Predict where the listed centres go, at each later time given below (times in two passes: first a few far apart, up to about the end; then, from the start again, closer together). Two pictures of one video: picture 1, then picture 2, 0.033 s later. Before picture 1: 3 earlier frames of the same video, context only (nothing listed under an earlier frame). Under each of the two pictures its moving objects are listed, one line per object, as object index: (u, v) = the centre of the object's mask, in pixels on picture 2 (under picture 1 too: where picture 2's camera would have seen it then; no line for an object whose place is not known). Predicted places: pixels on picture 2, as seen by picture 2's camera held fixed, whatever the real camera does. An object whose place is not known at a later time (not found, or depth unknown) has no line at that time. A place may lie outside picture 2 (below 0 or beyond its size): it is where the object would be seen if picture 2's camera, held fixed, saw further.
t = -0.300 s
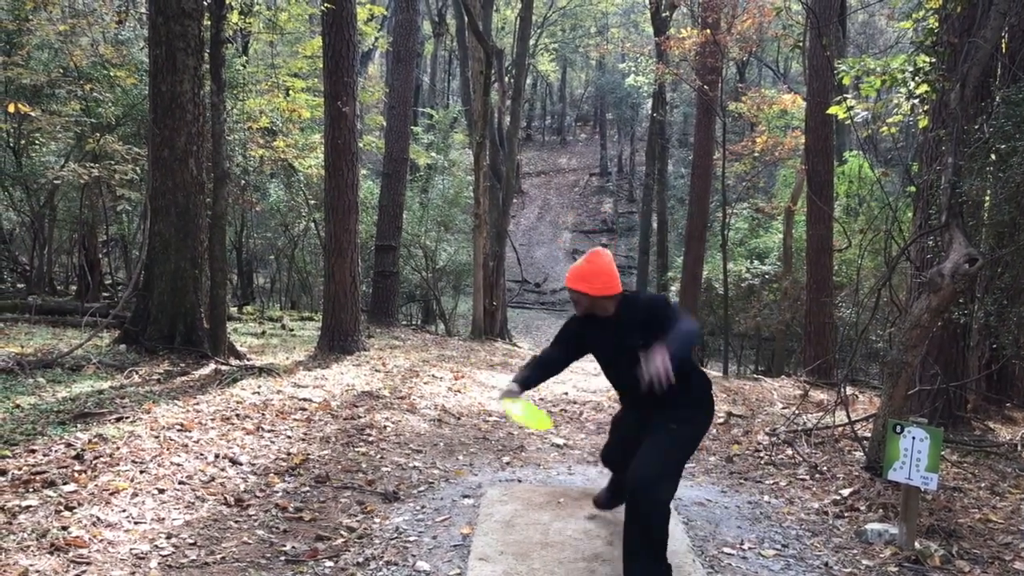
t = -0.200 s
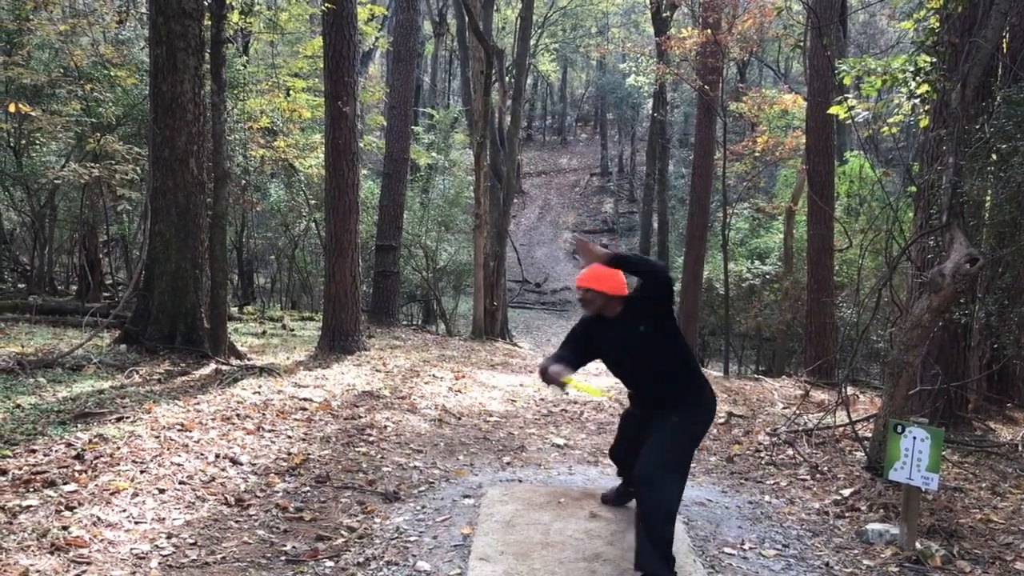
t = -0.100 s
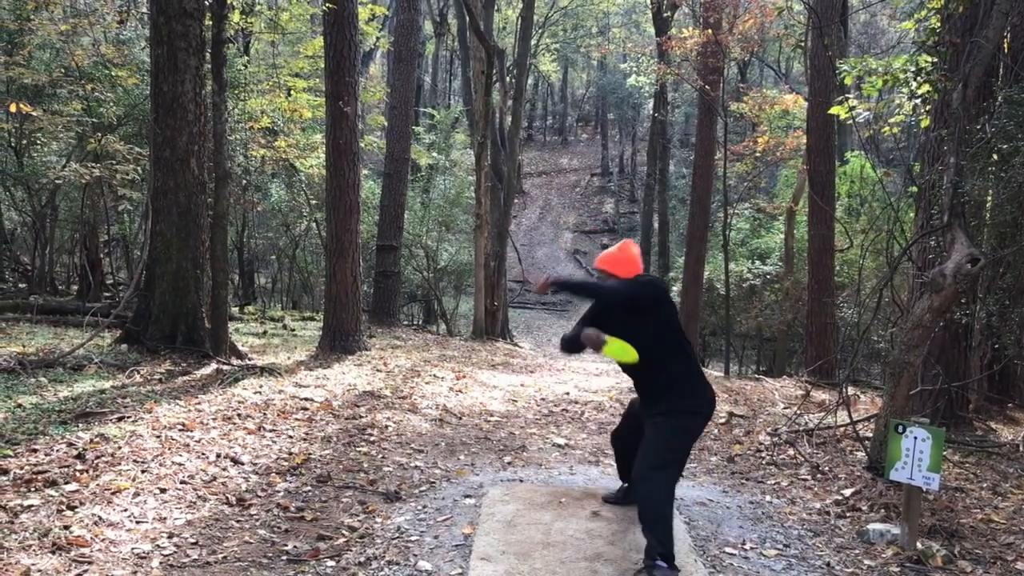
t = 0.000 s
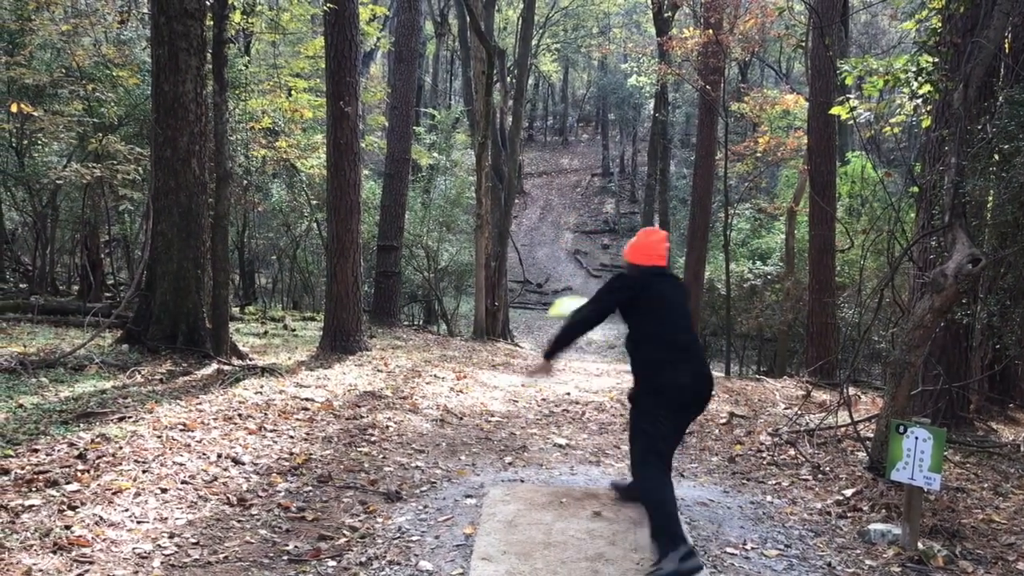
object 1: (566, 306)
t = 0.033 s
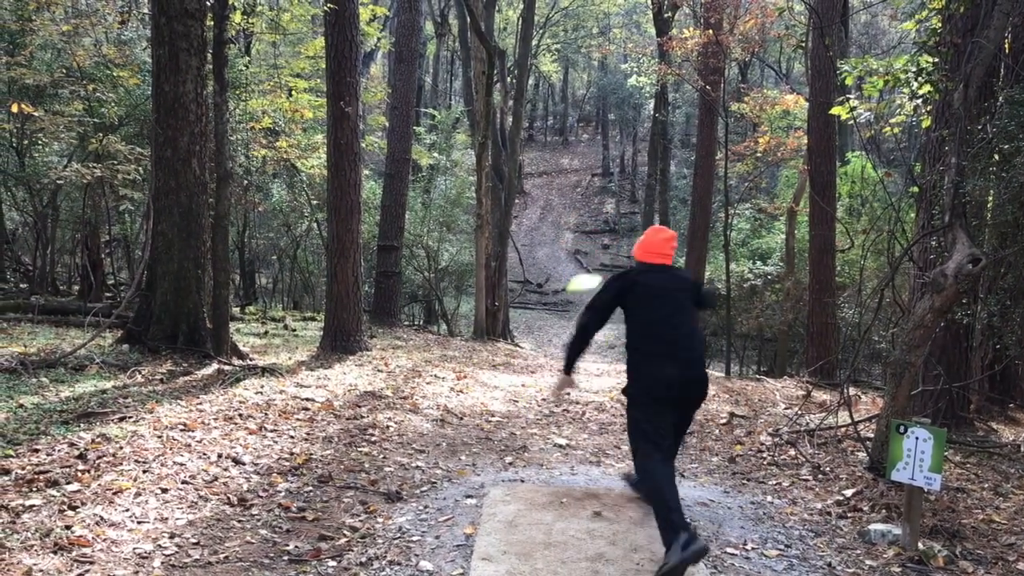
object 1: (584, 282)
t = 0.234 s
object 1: (628, 194)
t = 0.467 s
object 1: (645, 144)
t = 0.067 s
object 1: (597, 261)
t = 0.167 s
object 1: (619, 216)
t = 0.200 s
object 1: (624, 204)
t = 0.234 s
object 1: (628, 194)
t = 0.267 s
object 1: (632, 184)
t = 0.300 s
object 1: (635, 175)
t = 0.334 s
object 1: (637, 168)
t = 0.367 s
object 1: (640, 160)
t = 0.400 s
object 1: (642, 158)
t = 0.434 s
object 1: (643, 149)
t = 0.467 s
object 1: (645, 144)
